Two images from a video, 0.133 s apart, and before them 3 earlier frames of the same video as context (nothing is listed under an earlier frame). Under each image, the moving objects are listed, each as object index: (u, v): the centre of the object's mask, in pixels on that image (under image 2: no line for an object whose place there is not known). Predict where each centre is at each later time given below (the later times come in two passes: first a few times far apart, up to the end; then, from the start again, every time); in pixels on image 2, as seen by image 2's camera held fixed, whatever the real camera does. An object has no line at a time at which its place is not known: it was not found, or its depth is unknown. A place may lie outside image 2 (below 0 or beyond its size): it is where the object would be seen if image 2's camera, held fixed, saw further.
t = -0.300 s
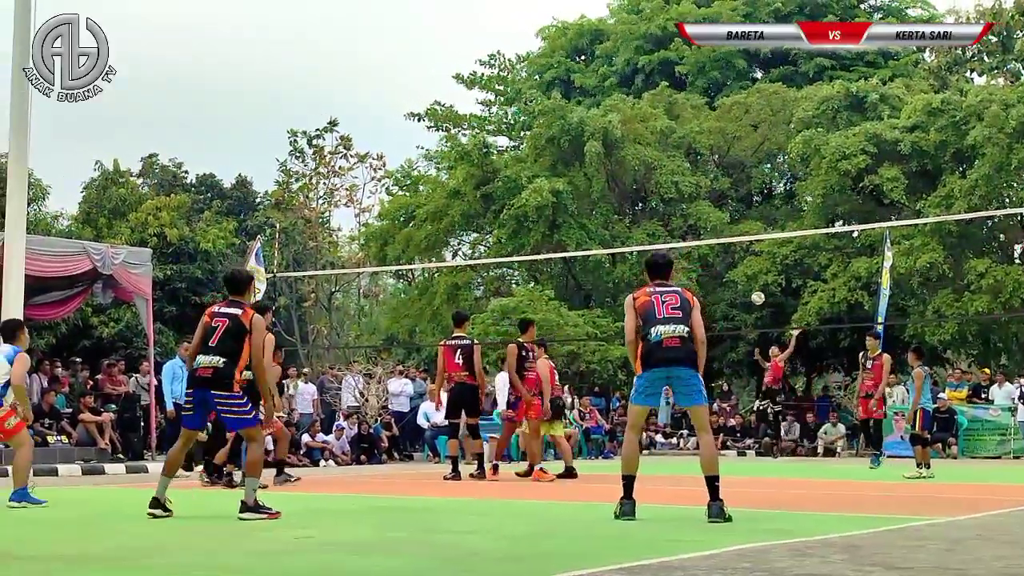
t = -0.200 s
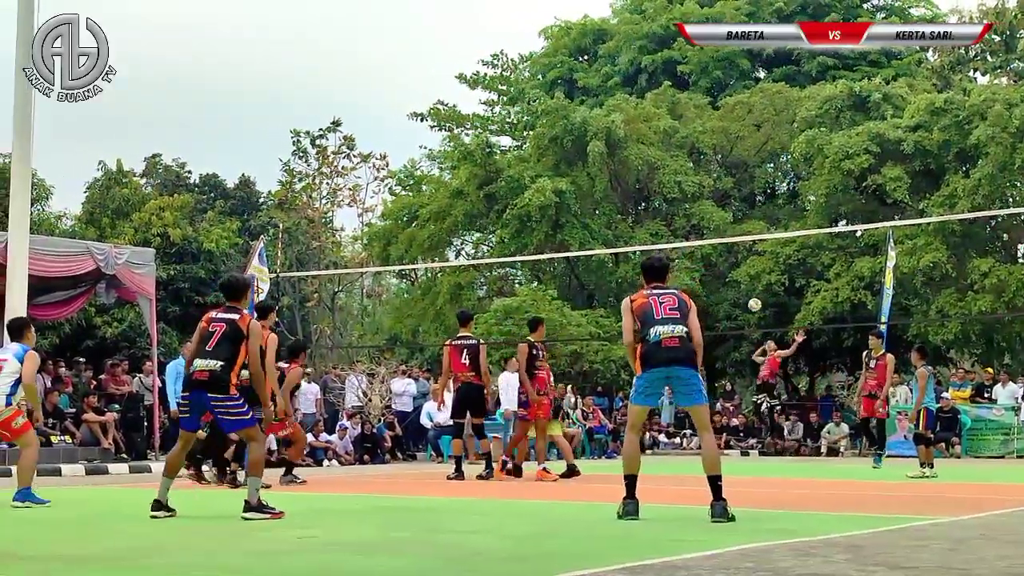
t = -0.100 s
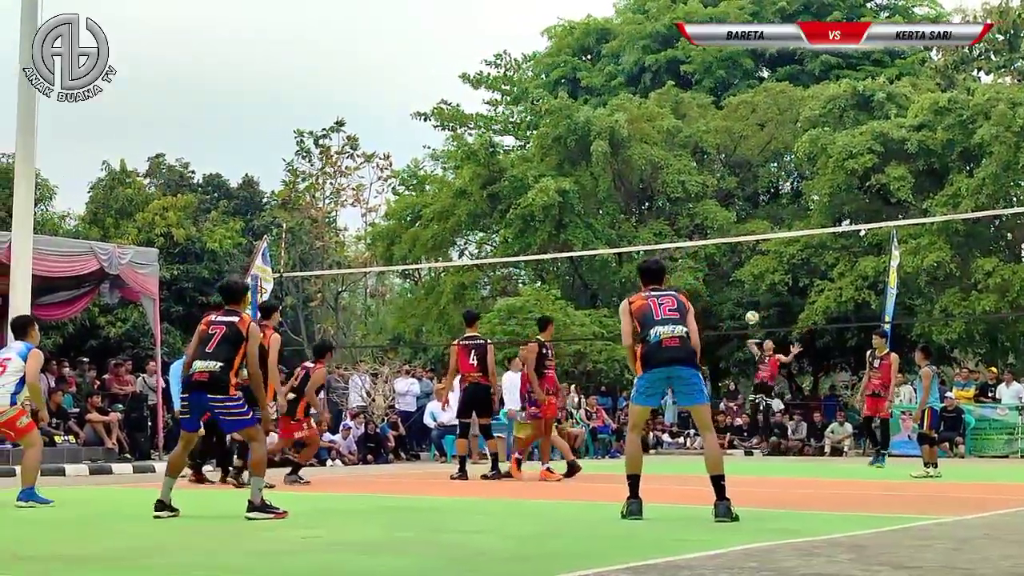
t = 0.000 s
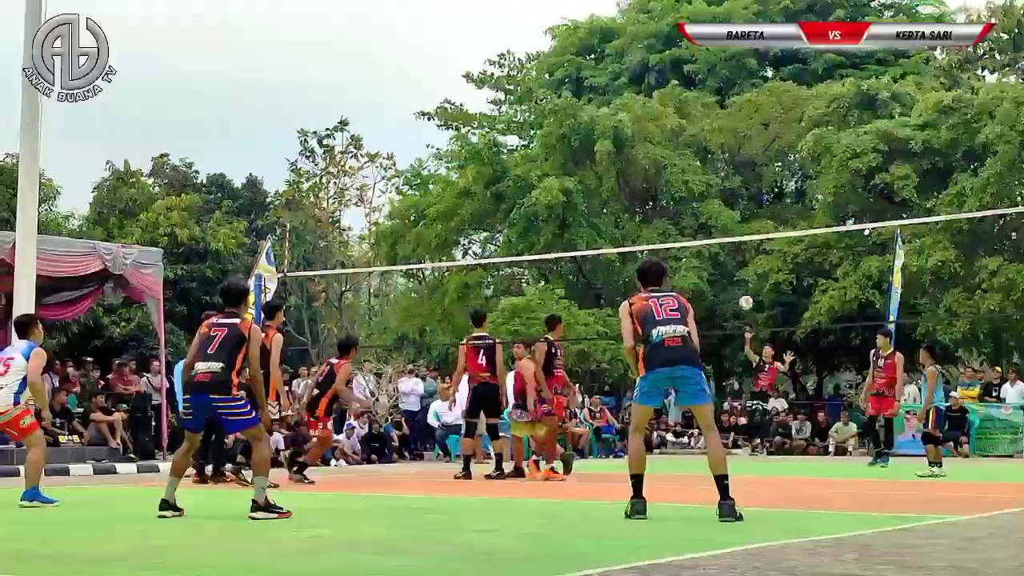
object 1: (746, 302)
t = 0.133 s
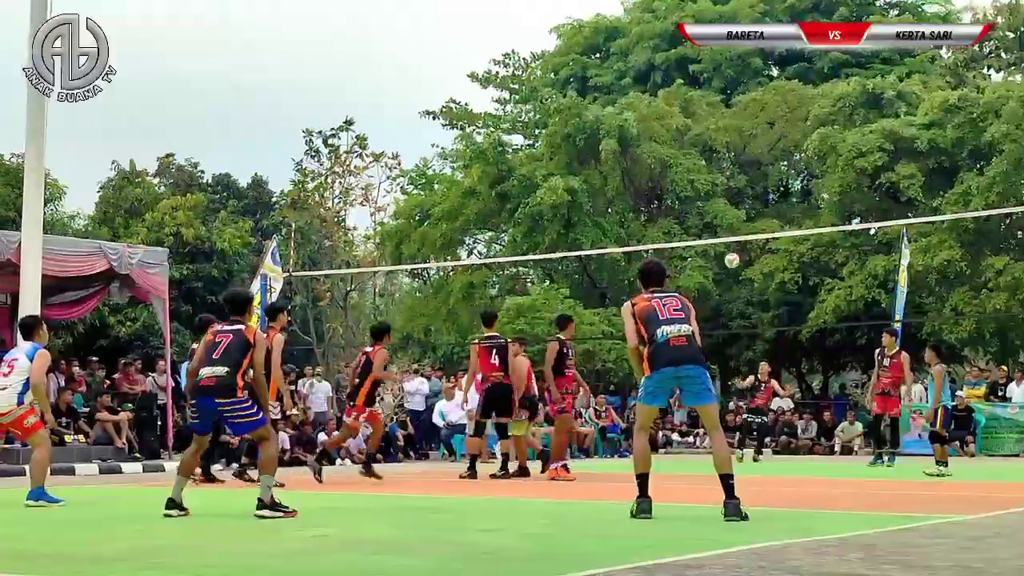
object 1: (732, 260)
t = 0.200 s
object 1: (723, 241)
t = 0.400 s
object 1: (688, 198)
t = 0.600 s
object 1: (638, 192)
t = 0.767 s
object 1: (579, 219)
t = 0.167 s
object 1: (727, 250)
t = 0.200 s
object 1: (723, 241)
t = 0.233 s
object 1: (717, 231)
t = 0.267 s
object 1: (712, 224)
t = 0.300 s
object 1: (707, 216)
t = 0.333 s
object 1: (701, 209)
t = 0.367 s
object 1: (695, 204)
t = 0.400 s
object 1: (688, 198)
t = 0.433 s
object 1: (681, 195)
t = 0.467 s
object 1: (674, 193)
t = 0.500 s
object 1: (666, 191)
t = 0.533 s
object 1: (657, 190)
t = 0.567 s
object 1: (648, 190)
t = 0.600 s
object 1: (638, 192)
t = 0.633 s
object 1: (627, 195)
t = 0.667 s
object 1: (617, 199)
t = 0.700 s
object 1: (605, 205)
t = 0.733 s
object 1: (592, 211)
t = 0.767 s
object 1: (579, 219)
